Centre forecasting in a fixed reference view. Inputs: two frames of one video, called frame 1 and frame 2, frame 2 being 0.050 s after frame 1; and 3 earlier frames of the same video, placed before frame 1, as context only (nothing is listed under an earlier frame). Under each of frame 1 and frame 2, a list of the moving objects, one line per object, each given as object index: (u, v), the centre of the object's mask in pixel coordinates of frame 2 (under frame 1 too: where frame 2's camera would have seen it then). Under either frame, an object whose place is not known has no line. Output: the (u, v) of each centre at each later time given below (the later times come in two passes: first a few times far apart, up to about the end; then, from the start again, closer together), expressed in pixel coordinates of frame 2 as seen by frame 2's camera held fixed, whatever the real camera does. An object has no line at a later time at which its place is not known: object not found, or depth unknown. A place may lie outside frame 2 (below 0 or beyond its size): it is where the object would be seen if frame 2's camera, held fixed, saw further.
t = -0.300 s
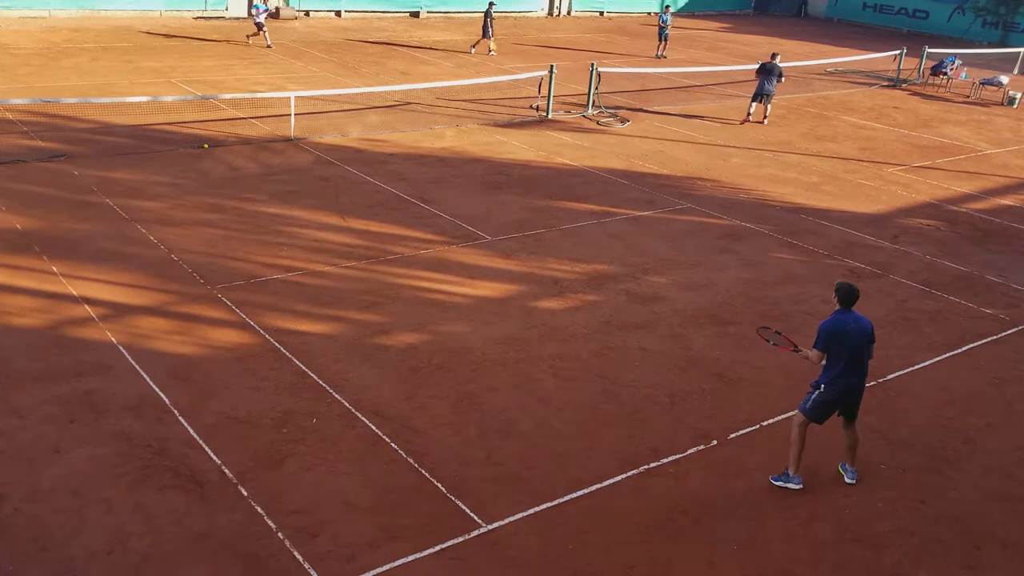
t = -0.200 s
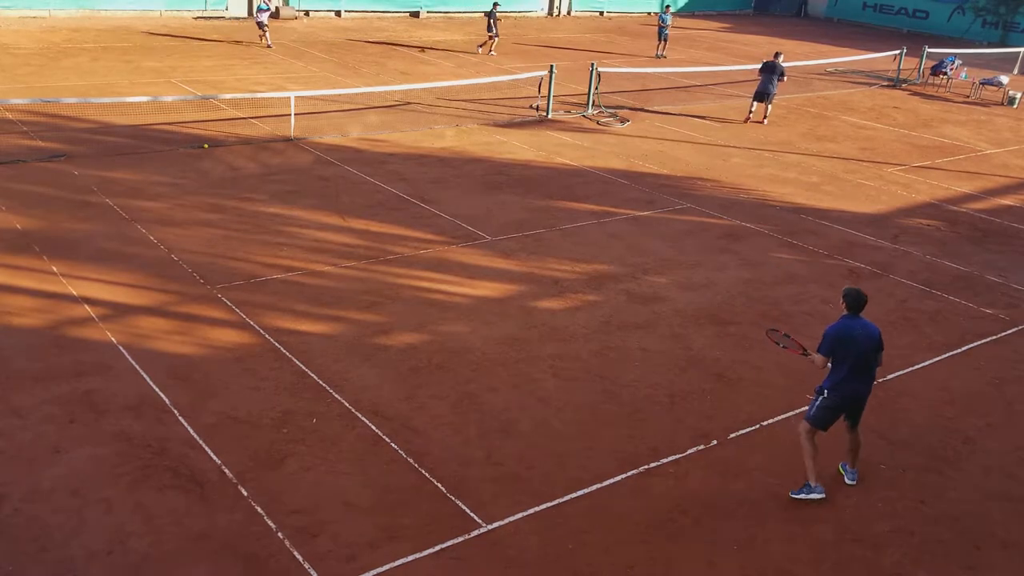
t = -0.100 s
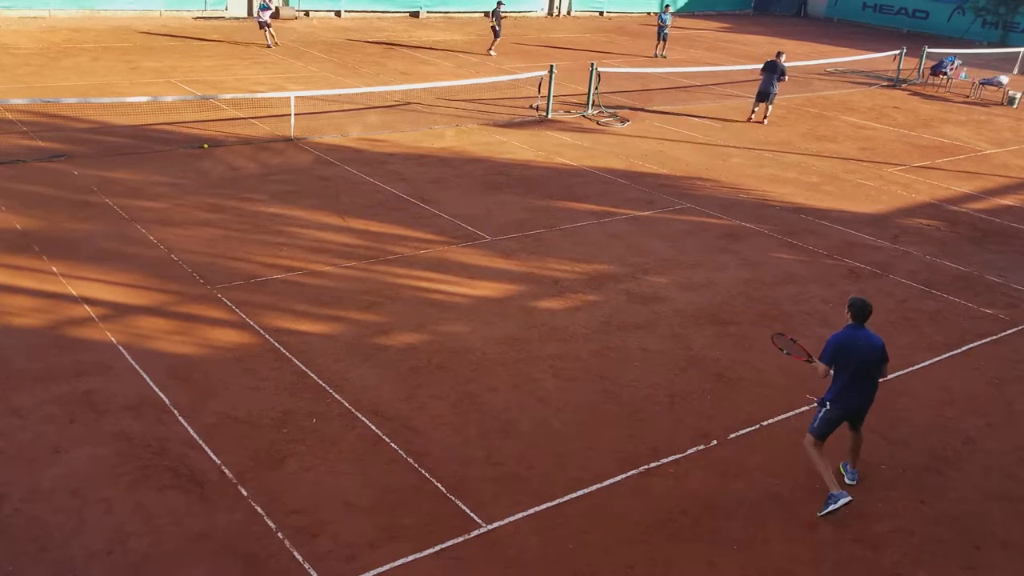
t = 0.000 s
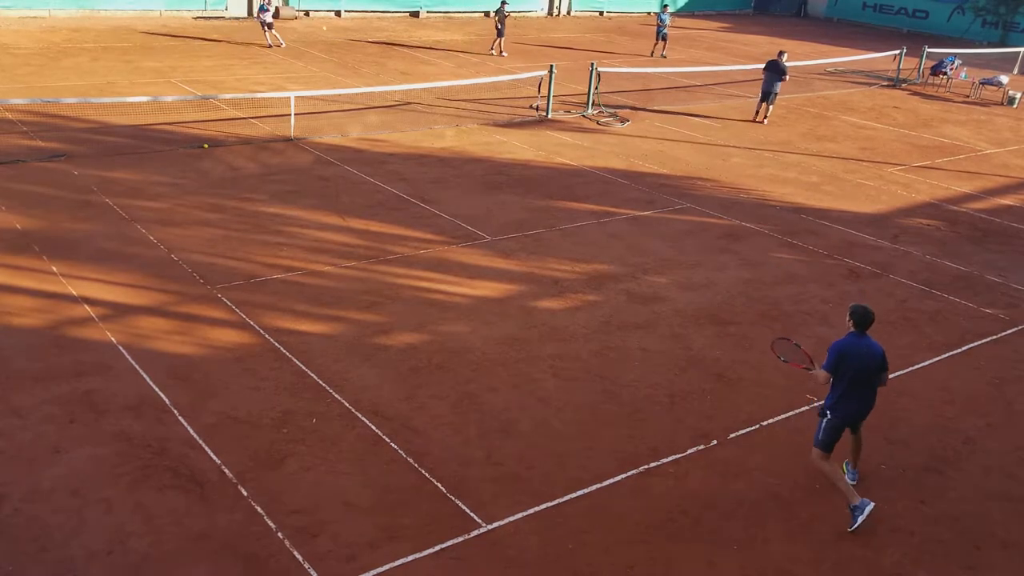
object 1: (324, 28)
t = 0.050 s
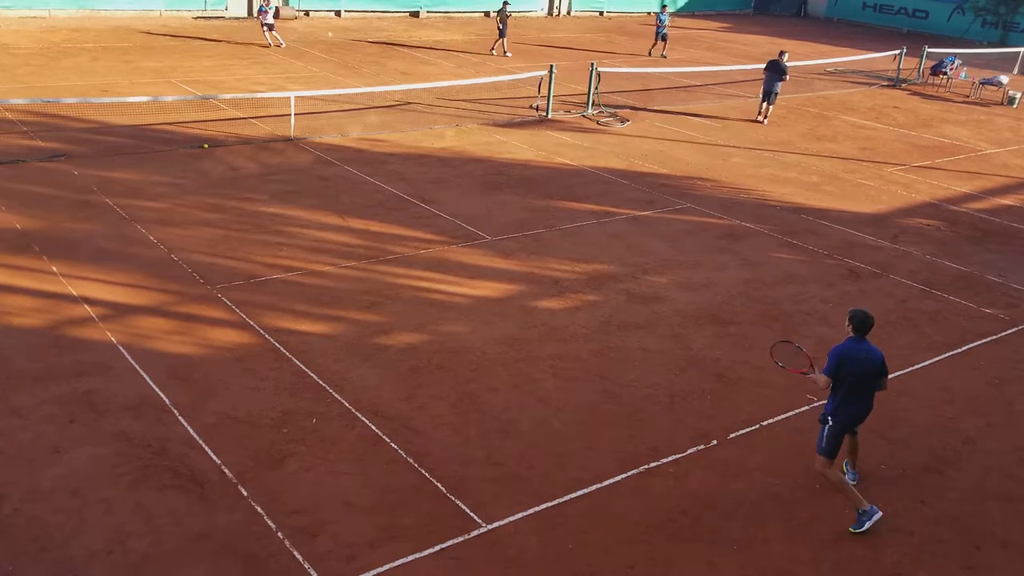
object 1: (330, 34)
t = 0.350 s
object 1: (371, 119)
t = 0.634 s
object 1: (435, 324)
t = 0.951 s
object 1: (528, 356)
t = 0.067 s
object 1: (331, 36)
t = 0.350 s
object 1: (371, 119)
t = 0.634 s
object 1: (435, 324)
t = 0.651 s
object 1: (438, 323)
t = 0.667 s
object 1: (443, 322)
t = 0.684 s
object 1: (447, 321)
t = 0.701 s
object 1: (451, 321)
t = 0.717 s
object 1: (455, 320)
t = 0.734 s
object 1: (459, 320)
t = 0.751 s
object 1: (464, 321)
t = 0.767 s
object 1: (468, 321)
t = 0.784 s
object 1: (473, 322)
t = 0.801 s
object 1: (477, 324)
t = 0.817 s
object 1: (482, 325)
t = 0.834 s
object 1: (488, 328)
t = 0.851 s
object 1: (493, 330)
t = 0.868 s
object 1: (498, 333)
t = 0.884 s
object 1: (504, 337)
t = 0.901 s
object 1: (510, 341)
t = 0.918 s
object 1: (516, 345)
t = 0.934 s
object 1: (522, 350)
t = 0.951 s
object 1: (528, 356)
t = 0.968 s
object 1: (534, 362)
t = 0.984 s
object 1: (541, 369)
